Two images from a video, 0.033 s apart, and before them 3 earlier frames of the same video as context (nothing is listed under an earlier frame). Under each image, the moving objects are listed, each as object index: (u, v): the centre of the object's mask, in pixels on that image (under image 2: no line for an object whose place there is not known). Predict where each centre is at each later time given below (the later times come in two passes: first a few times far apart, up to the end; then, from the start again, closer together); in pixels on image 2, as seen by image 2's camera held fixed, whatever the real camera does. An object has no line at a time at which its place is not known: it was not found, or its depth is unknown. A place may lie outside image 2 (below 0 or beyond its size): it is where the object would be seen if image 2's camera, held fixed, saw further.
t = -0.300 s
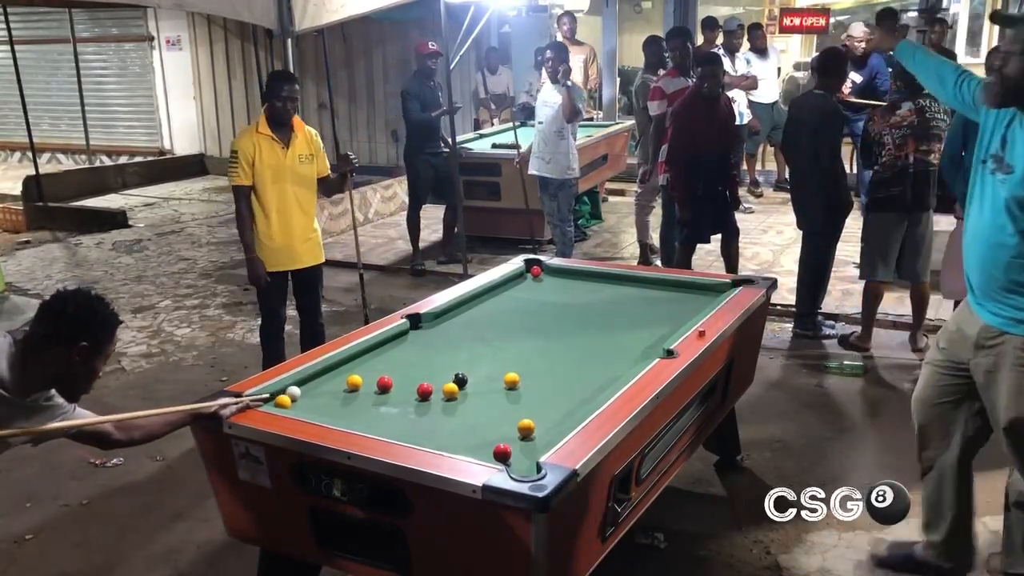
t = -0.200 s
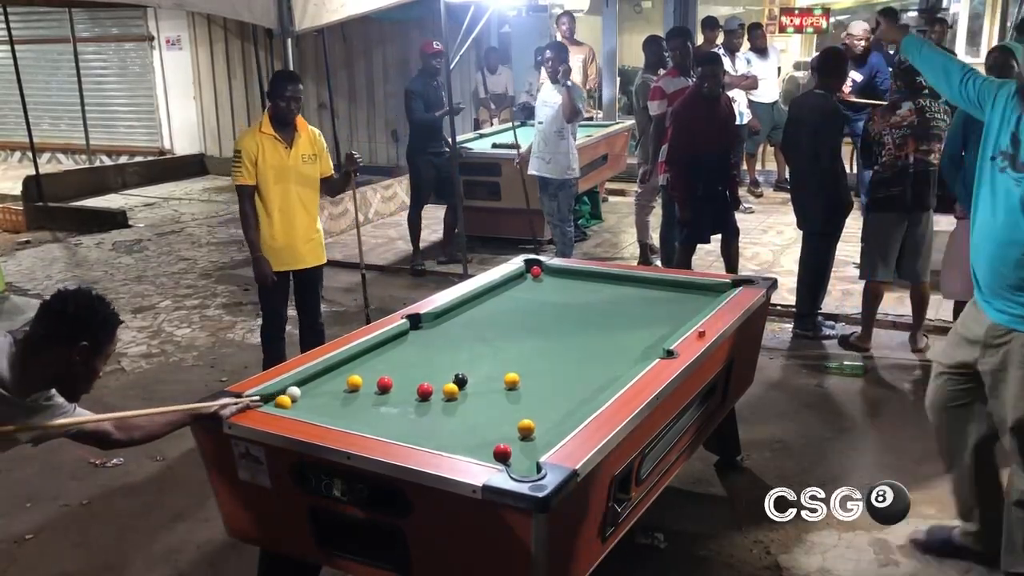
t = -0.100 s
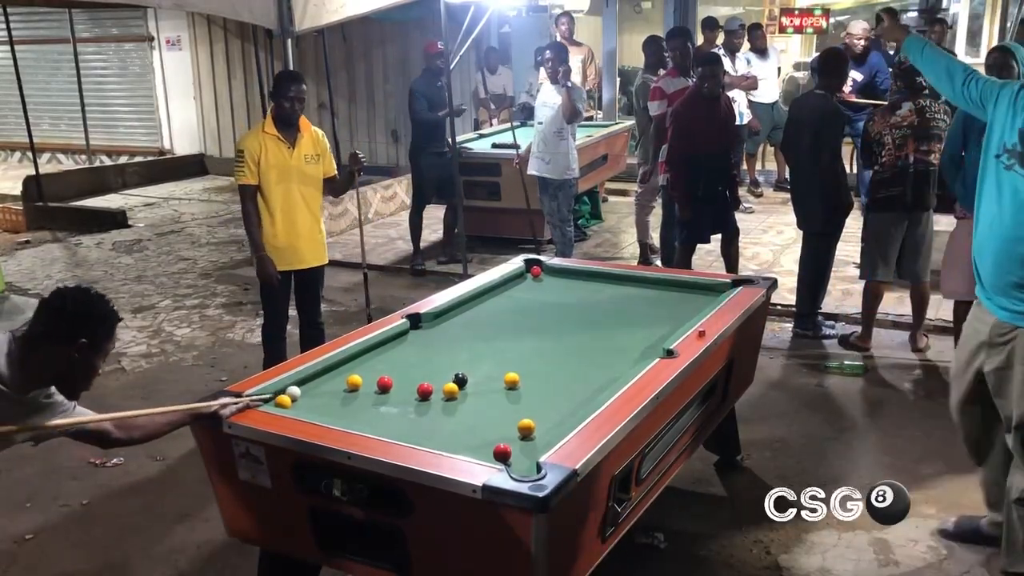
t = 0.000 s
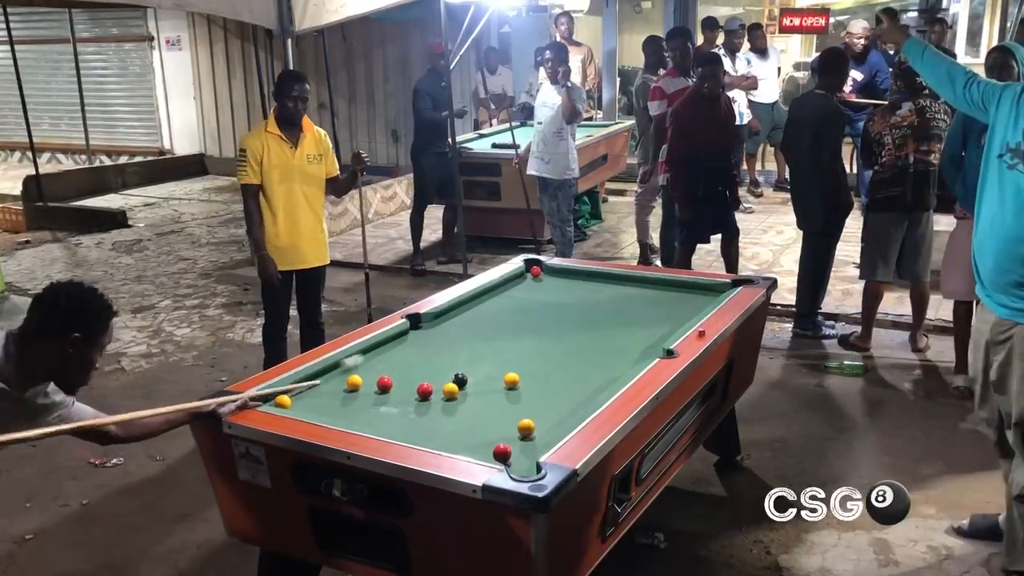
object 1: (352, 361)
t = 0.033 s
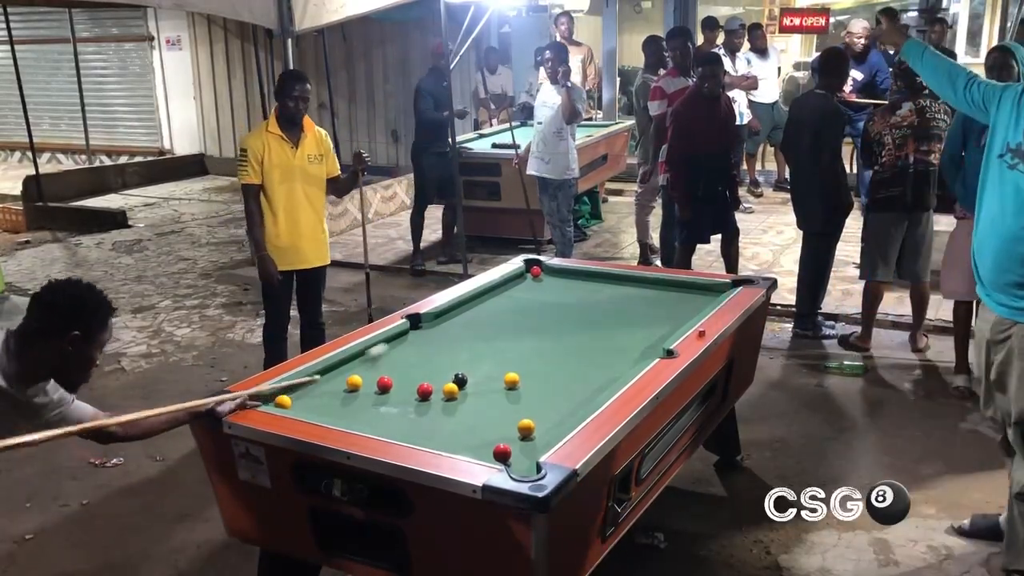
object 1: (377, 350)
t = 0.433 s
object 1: (563, 273)
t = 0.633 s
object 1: (574, 293)
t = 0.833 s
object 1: (588, 312)
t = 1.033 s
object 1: (603, 334)
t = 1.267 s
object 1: (625, 364)
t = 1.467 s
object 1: (587, 380)
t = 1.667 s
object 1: (533, 393)
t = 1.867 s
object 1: (477, 408)
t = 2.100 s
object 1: (408, 426)
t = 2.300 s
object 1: (377, 421)
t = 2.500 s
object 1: (371, 404)
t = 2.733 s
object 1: (365, 387)
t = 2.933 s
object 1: (377, 376)
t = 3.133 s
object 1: (392, 370)
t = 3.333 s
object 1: (404, 364)
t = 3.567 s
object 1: (417, 357)
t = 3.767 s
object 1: (428, 351)
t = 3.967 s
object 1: (437, 347)
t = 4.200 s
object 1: (447, 341)
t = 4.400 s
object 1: (454, 337)
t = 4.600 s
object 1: (461, 334)
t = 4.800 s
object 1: (468, 330)
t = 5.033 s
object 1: (475, 327)
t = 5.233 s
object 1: (480, 325)
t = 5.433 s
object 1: (484, 323)
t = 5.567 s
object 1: (487, 322)
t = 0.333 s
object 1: (527, 280)
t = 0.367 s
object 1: (539, 274)
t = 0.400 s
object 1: (556, 271)
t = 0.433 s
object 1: (563, 273)
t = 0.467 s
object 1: (565, 276)
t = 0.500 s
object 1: (567, 280)
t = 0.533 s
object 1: (568, 284)
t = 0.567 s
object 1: (570, 287)
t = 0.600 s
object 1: (572, 290)
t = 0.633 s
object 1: (574, 293)
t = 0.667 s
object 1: (576, 296)
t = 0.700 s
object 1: (578, 299)
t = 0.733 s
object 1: (581, 302)
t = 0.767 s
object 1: (583, 305)
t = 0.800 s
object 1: (585, 309)
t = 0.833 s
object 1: (588, 312)
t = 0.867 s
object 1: (590, 315)
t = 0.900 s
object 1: (593, 319)
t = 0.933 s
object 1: (595, 323)
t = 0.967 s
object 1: (598, 326)
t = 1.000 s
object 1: (600, 330)
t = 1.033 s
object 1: (603, 334)
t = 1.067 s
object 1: (606, 338)
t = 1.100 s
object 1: (609, 342)
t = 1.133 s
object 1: (612, 346)
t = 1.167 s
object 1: (615, 350)
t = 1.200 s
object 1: (618, 354)
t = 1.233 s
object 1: (621, 359)
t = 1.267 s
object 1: (625, 364)
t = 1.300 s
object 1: (627, 366)
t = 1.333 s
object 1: (622, 370)
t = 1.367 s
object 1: (613, 373)
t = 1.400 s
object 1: (605, 376)
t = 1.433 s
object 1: (596, 378)
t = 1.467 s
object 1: (587, 380)
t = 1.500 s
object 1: (578, 382)
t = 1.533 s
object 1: (569, 384)
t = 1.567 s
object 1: (560, 387)
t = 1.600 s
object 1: (551, 389)
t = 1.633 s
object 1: (542, 391)
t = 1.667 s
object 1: (533, 393)
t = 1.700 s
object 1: (524, 396)
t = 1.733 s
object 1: (514, 398)
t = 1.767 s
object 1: (504, 401)
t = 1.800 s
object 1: (495, 404)
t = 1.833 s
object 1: (486, 406)
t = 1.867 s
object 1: (477, 408)
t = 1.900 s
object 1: (468, 411)
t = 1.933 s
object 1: (457, 413)
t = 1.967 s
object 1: (448, 416)
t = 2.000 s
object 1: (438, 419)
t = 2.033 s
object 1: (428, 421)
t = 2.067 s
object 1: (417, 424)
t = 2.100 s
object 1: (408, 426)
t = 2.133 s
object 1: (398, 427)
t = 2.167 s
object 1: (388, 427)
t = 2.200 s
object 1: (381, 427)
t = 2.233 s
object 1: (380, 425)
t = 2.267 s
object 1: (379, 423)
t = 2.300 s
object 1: (377, 421)
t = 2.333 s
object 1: (376, 418)
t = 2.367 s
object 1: (375, 415)
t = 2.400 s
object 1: (374, 413)
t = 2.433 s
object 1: (373, 409)
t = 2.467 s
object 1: (372, 407)
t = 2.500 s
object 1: (371, 404)
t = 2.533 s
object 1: (370, 401)
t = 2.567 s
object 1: (369, 399)
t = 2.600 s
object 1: (368, 396)
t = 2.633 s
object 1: (367, 394)
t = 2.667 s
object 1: (366, 392)
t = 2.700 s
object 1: (365, 389)
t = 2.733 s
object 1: (365, 387)
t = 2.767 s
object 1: (367, 385)
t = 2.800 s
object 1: (370, 383)
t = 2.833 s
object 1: (371, 381)
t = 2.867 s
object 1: (373, 379)
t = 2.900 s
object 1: (375, 378)
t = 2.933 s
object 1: (377, 376)
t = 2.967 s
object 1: (381, 374)
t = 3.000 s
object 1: (383, 373)
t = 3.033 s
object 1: (386, 372)
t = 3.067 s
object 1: (388, 371)
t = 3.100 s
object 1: (390, 370)
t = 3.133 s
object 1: (392, 370)
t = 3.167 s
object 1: (394, 369)
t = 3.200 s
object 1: (396, 368)
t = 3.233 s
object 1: (398, 367)
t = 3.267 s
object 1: (401, 366)
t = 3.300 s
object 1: (403, 365)
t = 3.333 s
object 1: (404, 364)
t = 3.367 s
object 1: (406, 363)
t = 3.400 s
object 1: (408, 362)
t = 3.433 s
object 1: (410, 361)
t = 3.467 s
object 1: (412, 360)
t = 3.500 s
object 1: (414, 359)
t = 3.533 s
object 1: (416, 358)
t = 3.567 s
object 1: (417, 357)
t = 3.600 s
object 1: (419, 356)
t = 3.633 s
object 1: (421, 355)
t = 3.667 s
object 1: (423, 354)
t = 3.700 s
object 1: (424, 353)
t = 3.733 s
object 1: (426, 352)
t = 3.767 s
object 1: (428, 351)
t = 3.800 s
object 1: (429, 351)
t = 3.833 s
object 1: (431, 350)
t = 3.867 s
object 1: (433, 349)
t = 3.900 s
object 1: (434, 348)
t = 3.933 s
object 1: (436, 348)
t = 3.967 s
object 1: (437, 347)
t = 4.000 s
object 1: (439, 346)
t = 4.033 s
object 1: (440, 345)
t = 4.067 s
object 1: (442, 344)
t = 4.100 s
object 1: (443, 344)
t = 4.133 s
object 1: (445, 343)
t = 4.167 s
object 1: (446, 342)
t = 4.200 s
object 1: (447, 341)
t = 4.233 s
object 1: (449, 340)
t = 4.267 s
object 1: (450, 340)
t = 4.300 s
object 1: (451, 339)
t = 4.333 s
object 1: (452, 339)
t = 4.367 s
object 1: (453, 338)
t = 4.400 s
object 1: (454, 337)
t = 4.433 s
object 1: (456, 337)
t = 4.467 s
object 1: (457, 336)
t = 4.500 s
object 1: (458, 335)
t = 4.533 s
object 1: (459, 335)
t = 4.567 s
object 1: (460, 334)
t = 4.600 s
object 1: (461, 334)
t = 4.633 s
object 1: (462, 333)
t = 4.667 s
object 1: (463, 333)
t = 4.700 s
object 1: (465, 332)
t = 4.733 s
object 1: (466, 331)
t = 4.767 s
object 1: (467, 331)
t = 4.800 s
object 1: (468, 330)
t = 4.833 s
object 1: (469, 330)
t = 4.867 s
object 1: (470, 330)
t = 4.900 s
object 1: (471, 329)
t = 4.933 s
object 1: (472, 329)
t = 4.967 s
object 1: (473, 328)
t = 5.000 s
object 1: (474, 328)
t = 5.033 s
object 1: (475, 327)
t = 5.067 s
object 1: (476, 327)
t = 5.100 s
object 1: (477, 327)
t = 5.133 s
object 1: (478, 326)
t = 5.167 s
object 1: (479, 326)
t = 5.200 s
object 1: (479, 326)
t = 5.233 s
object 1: (480, 325)
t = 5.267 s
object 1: (481, 325)
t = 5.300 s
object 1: (482, 325)
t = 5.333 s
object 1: (482, 324)
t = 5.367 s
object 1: (483, 324)
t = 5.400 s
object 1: (484, 323)
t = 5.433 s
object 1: (484, 323)
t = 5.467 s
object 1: (485, 323)
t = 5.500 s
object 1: (485, 322)
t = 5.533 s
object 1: (486, 322)
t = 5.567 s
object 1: (487, 322)
